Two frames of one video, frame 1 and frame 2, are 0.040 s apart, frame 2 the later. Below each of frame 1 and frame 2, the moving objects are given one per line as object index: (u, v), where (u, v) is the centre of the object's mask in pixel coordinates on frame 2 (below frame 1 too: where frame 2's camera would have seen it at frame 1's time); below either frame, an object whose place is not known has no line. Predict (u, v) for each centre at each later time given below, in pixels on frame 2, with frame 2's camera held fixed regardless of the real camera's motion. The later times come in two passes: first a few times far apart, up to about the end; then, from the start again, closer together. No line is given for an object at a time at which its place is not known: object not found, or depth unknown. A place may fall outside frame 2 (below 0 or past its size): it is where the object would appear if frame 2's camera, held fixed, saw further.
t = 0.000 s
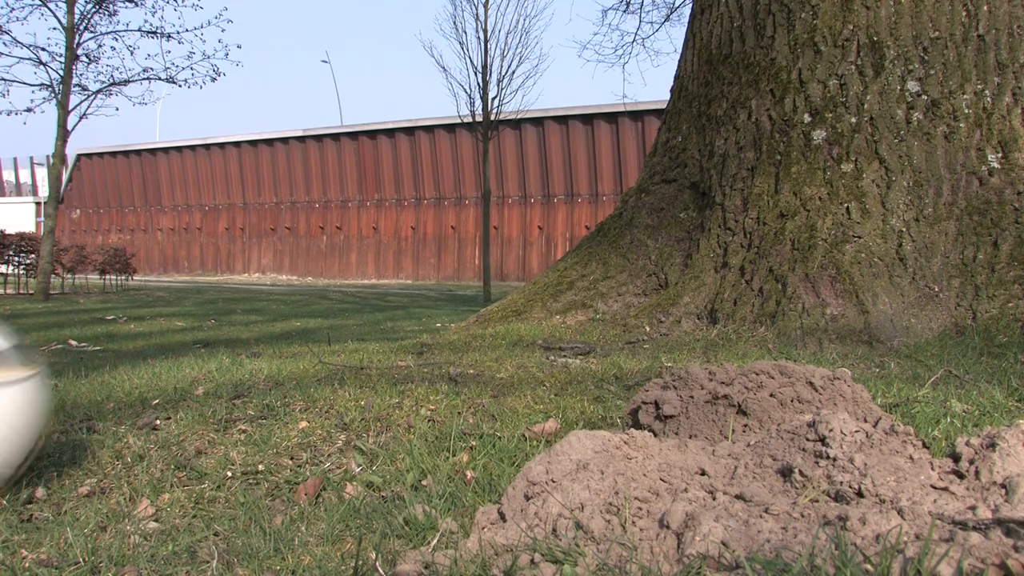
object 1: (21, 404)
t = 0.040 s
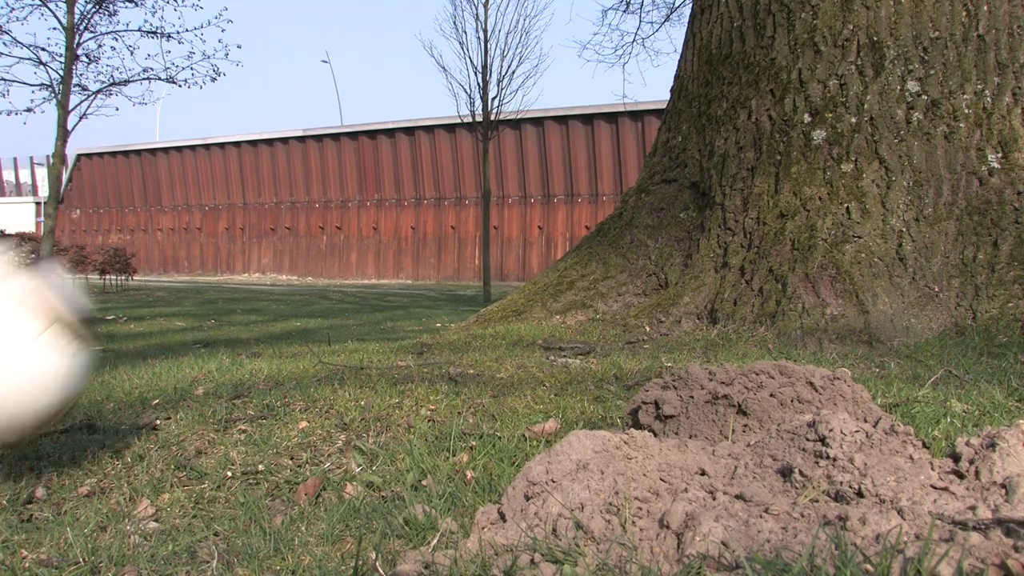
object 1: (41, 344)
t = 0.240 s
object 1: (205, 201)
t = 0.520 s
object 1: (436, 279)
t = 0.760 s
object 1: (599, 305)
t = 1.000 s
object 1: (694, 294)
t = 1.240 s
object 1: (765, 296)
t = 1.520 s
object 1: (790, 281)
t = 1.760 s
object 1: (759, 298)
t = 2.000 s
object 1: (726, 302)
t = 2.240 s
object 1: (688, 305)
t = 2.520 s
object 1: (630, 310)
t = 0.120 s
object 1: (86, 244)
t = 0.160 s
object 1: (126, 217)
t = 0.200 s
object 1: (165, 202)
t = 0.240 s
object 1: (205, 201)
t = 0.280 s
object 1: (242, 211)
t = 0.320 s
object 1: (277, 233)
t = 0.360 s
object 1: (311, 267)
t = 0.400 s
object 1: (342, 312)
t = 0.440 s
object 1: (372, 337)
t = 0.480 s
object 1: (405, 301)
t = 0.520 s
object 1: (436, 279)
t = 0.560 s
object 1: (466, 266)
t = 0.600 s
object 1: (496, 263)
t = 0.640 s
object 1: (523, 272)
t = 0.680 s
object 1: (550, 289)
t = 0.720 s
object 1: (577, 315)
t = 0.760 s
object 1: (599, 305)
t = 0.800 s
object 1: (616, 291)
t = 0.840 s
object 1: (632, 289)
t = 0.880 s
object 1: (648, 293)
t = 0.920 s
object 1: (663, 306)
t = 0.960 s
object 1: (679, 299)
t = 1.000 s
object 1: (694, 294)
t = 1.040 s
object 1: (709, 300)
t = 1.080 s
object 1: (722, 301)
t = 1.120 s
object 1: (734, 297)
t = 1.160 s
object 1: (745, 299)
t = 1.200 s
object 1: (756, 298)
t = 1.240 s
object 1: (765, 296)
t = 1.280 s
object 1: (774, 295)
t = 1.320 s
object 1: (783, 293)
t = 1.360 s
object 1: (788, 290)
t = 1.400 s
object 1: (791, 282)
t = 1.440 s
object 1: (792, 281)
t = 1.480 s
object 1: (791, 280)
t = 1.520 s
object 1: (790, 281)
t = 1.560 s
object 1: (786, 284)
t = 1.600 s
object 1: (782, 289)
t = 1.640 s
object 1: (776, 292)
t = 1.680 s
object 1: (770, 293)
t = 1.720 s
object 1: (764, 296)
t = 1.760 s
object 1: (759, 298)
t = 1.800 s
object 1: (754, 297)
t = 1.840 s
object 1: (749, 299)
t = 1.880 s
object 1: (744, 301)
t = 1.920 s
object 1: (738, 301)
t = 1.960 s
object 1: (733, 301)
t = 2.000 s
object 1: (726, 302)
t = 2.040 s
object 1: (720, 303)
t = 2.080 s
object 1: (715, 303)
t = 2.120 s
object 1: (708, 304)
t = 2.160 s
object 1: (702, 304)
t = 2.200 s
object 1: (695, 304)
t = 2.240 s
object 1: (688, 305)
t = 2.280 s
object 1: (680, 307)
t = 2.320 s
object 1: (672, 306)
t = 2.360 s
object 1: (664, 307)
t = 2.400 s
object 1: (656, 307)
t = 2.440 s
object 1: (648, 309)
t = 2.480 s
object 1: (640, 309)
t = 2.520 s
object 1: (630, 310)
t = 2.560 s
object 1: (619, 313)
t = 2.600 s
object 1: (608, 314)
